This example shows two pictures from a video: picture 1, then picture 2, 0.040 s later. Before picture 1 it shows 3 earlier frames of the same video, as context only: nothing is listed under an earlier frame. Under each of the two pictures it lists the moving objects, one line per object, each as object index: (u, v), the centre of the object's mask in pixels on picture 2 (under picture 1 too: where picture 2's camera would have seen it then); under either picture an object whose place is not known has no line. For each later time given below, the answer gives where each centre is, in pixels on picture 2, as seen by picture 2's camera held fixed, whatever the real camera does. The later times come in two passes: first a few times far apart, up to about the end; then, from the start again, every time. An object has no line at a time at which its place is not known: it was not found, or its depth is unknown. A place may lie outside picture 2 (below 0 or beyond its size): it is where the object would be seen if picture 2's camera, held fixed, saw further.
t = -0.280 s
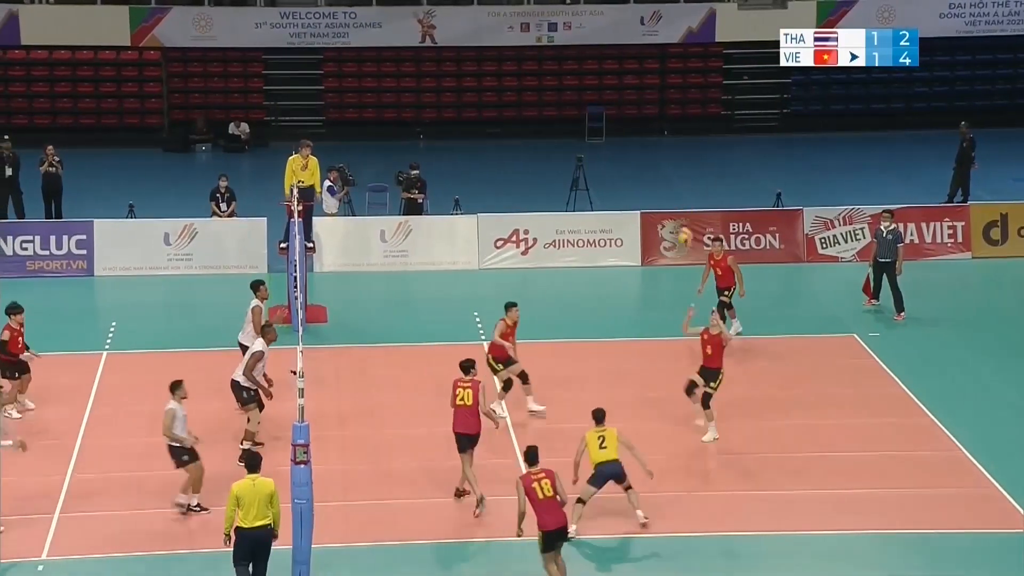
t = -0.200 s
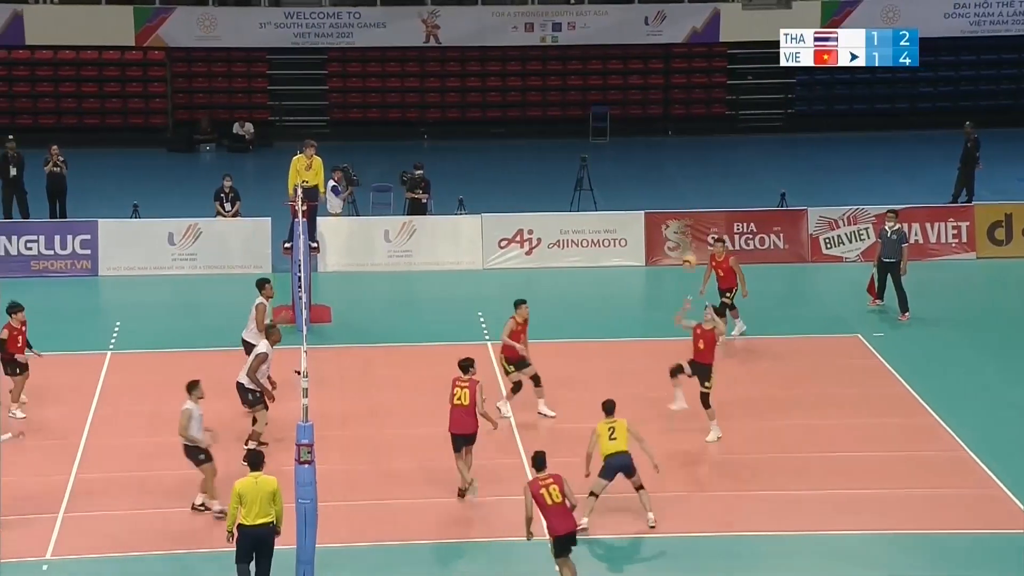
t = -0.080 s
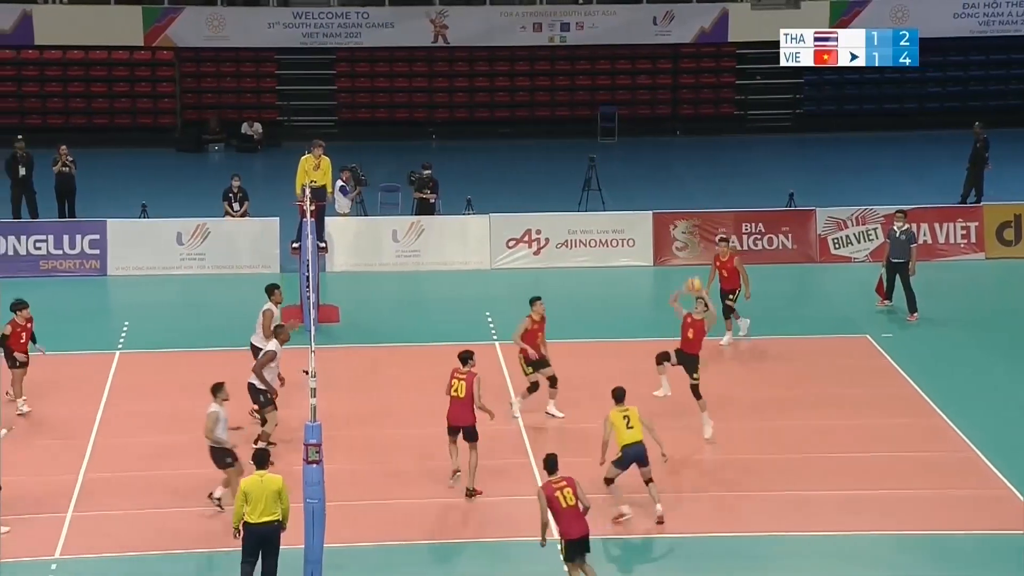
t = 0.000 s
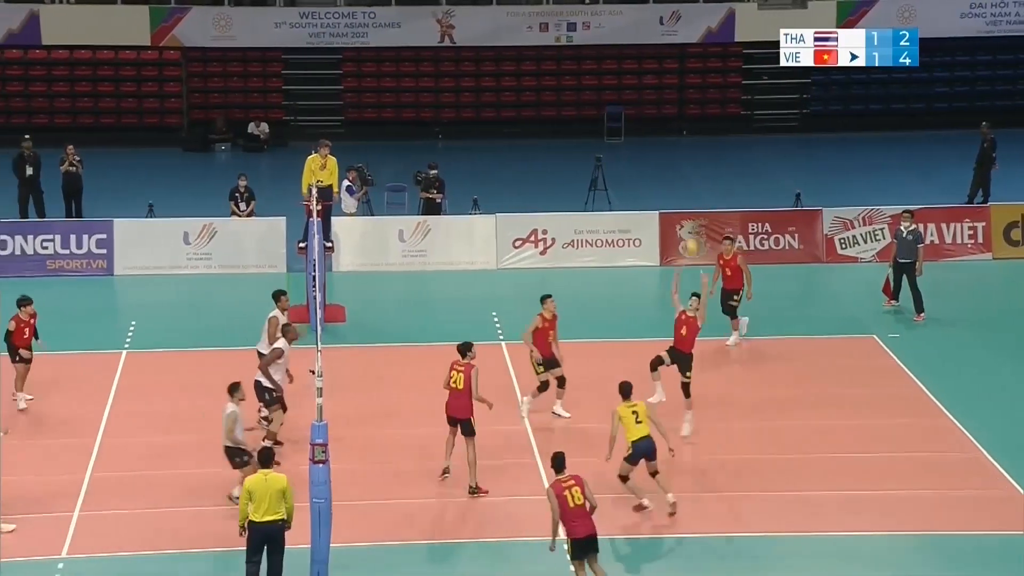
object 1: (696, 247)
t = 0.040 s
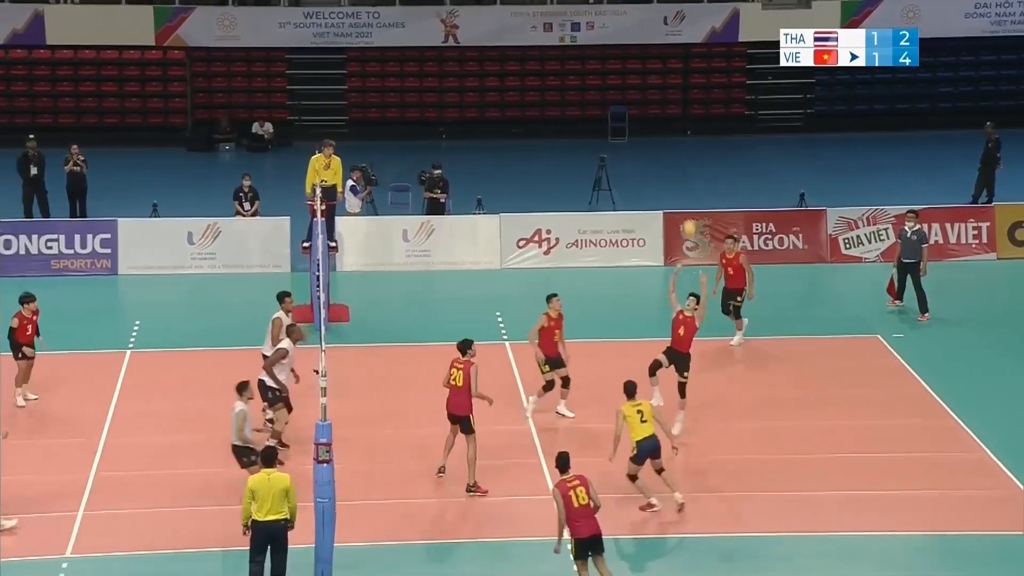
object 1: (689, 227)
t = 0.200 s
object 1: (667, 169)
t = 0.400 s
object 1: (639, 121)
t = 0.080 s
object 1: (684, 211)
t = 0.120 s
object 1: (677, 196)
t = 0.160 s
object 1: (673, 181)
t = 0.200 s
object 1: (667, 169)
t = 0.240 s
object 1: (662, 157)
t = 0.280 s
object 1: (657, 145)
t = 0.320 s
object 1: (651, 136)
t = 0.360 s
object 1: (645, 128)
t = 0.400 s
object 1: (639, 121)
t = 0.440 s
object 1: (634, 114)
